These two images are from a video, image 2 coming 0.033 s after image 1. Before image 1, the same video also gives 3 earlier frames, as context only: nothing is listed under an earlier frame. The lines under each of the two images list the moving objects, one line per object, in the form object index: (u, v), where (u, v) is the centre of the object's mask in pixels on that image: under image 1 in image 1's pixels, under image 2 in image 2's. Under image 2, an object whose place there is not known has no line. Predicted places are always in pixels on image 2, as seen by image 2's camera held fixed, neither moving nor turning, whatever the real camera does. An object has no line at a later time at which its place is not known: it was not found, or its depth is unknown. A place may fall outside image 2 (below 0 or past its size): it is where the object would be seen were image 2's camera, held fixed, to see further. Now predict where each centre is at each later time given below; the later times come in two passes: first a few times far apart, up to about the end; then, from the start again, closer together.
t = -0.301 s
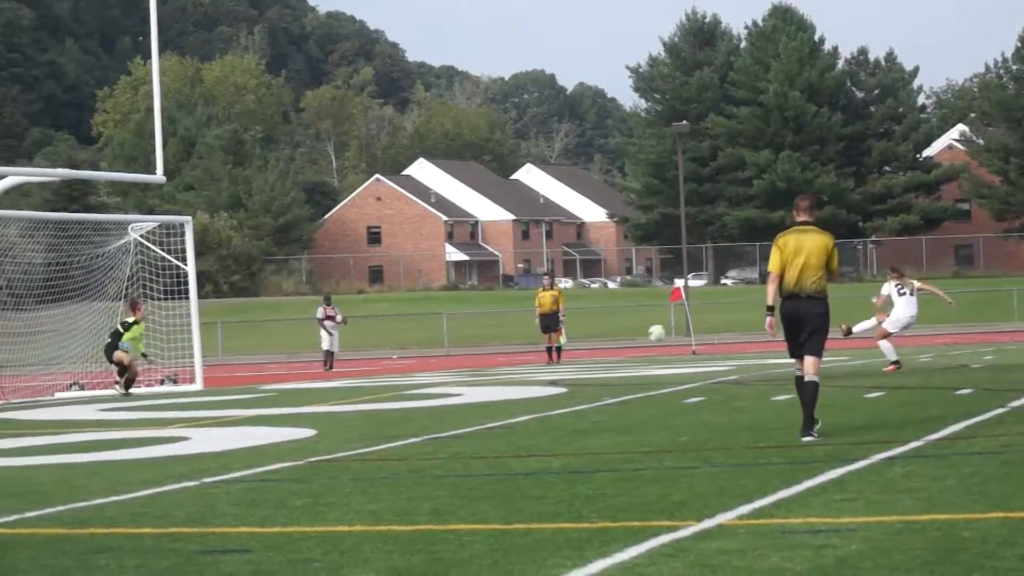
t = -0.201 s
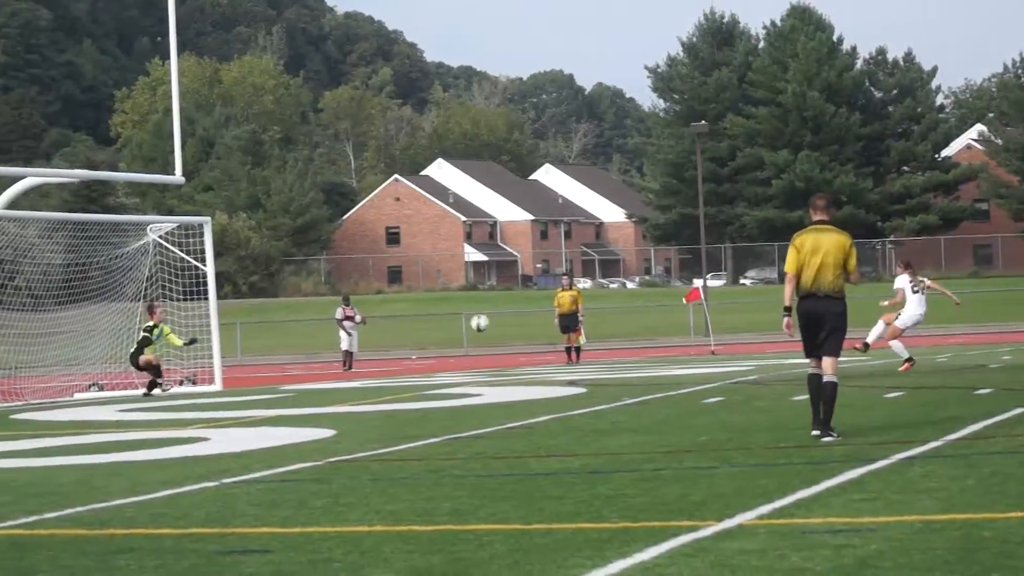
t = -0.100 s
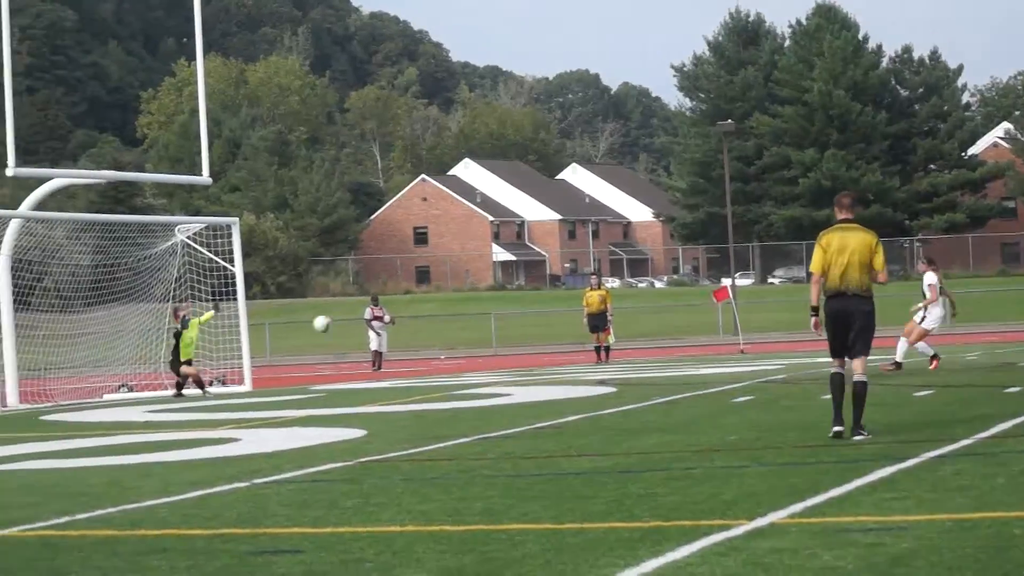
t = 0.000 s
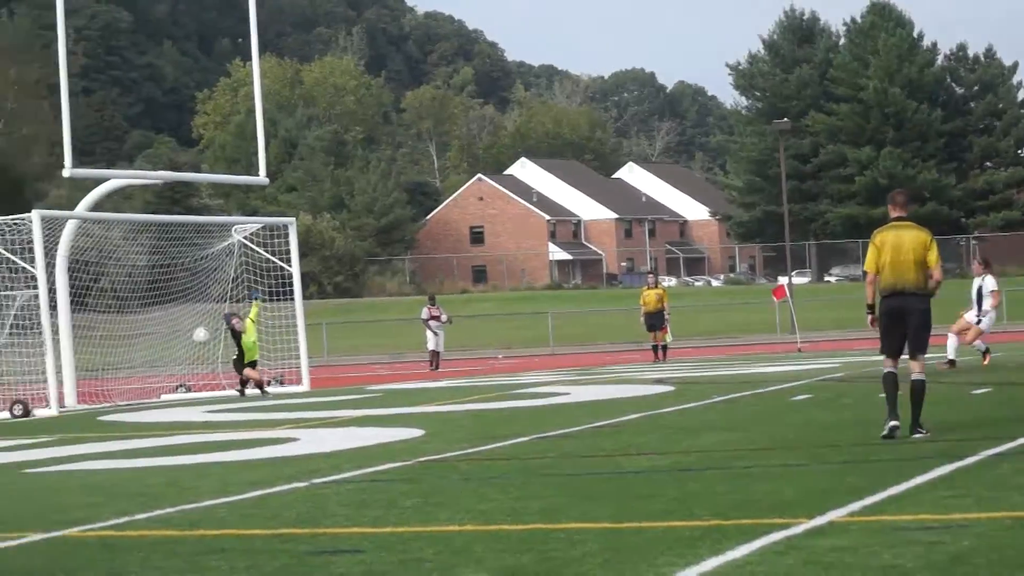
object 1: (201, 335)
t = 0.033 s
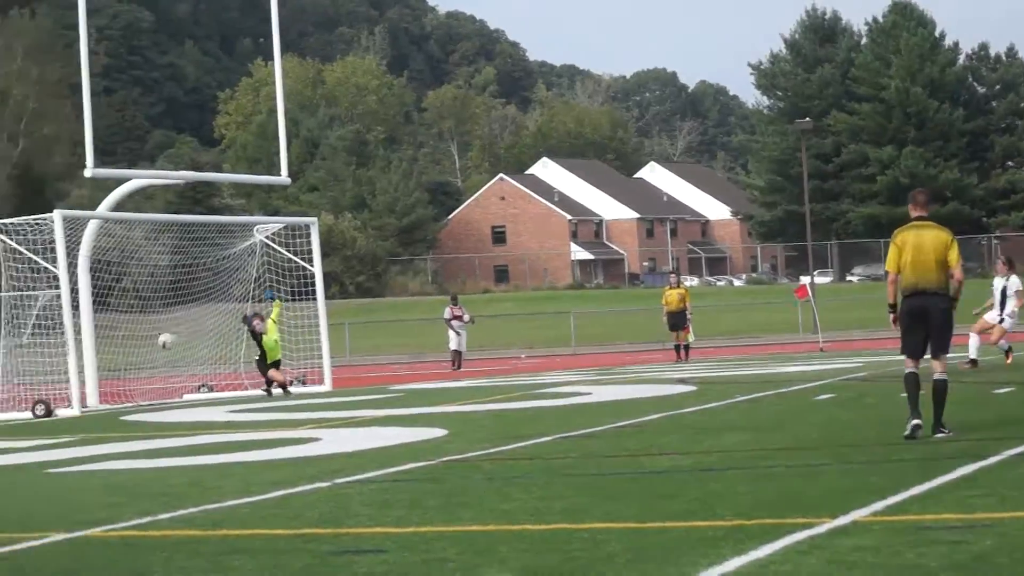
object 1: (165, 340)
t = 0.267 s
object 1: (8, 368)
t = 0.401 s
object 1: (61, 381)
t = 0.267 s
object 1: (8, 368)
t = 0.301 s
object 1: (24, 369)
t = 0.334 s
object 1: (36, 373)
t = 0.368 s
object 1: (50, 376)
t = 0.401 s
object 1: (61, 381)
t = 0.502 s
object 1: (108, 403)
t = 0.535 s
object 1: (116, 400)
